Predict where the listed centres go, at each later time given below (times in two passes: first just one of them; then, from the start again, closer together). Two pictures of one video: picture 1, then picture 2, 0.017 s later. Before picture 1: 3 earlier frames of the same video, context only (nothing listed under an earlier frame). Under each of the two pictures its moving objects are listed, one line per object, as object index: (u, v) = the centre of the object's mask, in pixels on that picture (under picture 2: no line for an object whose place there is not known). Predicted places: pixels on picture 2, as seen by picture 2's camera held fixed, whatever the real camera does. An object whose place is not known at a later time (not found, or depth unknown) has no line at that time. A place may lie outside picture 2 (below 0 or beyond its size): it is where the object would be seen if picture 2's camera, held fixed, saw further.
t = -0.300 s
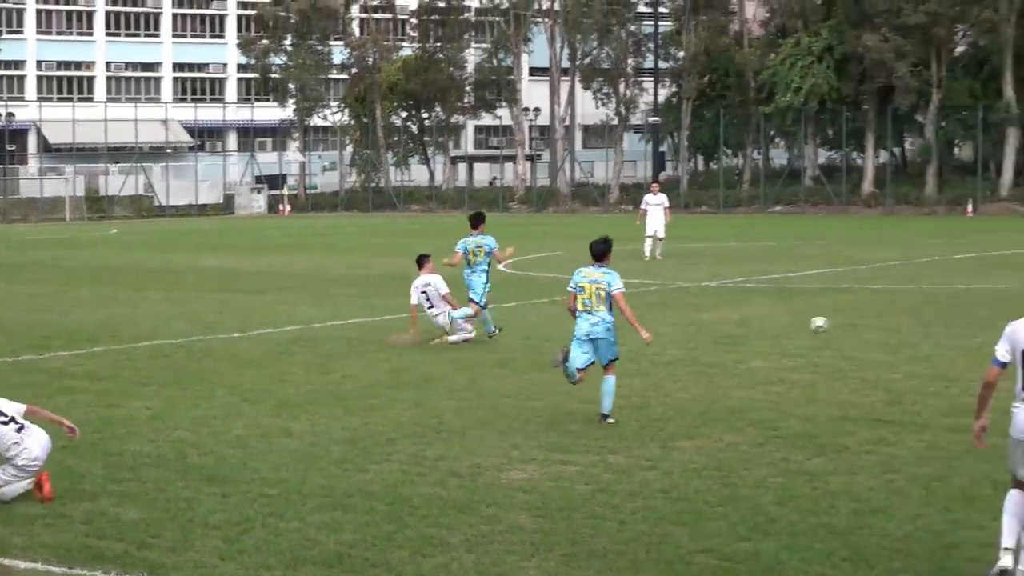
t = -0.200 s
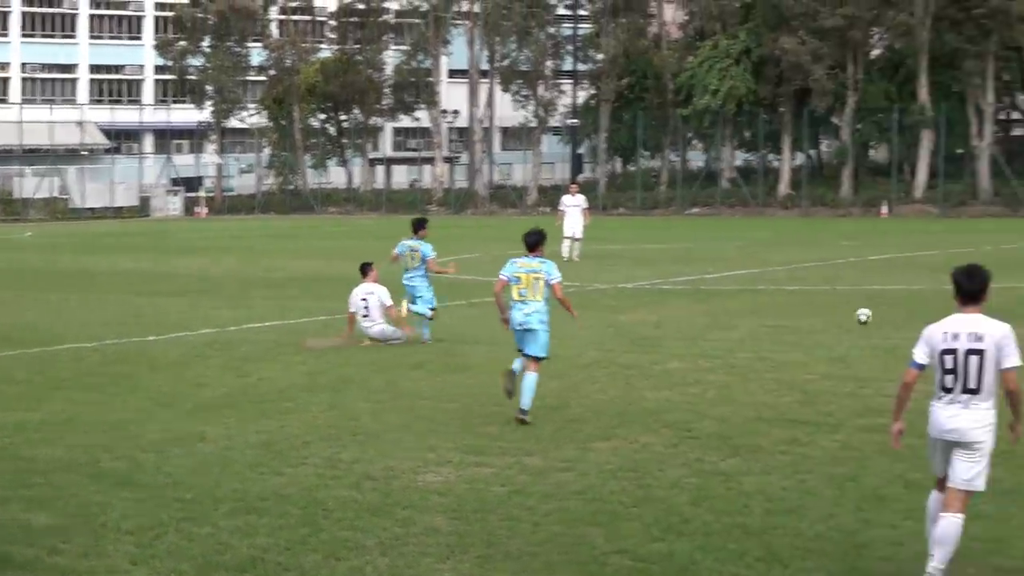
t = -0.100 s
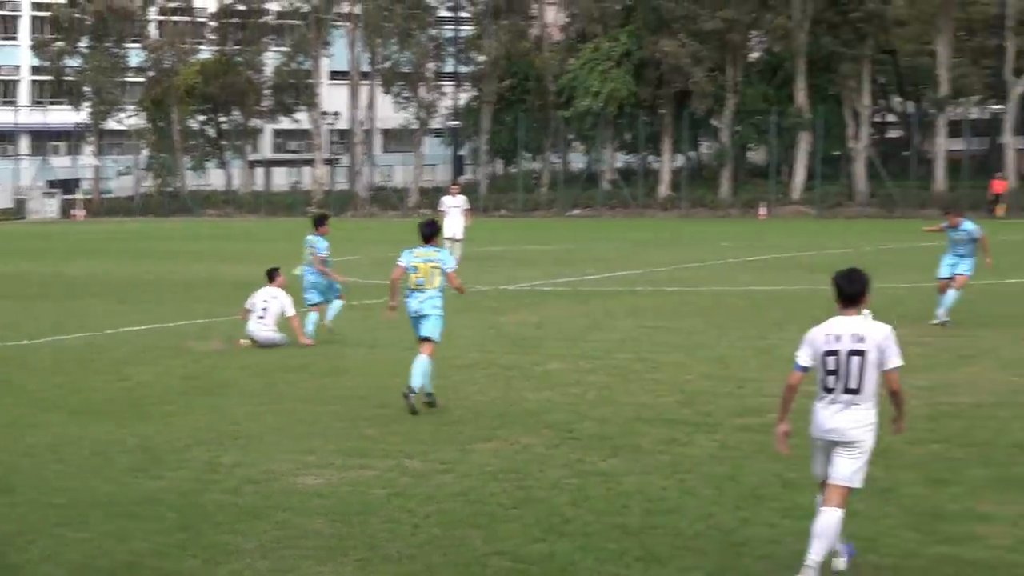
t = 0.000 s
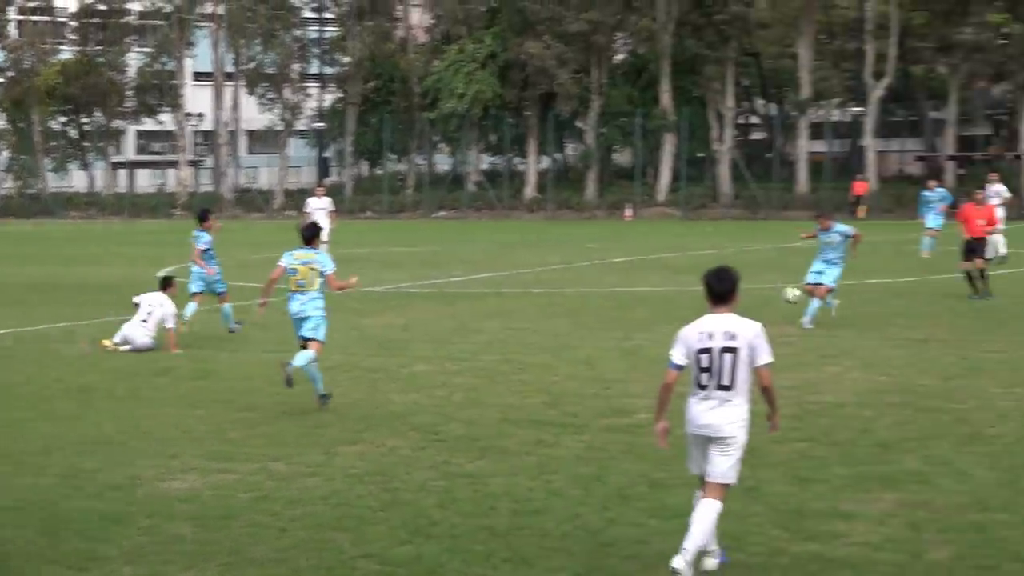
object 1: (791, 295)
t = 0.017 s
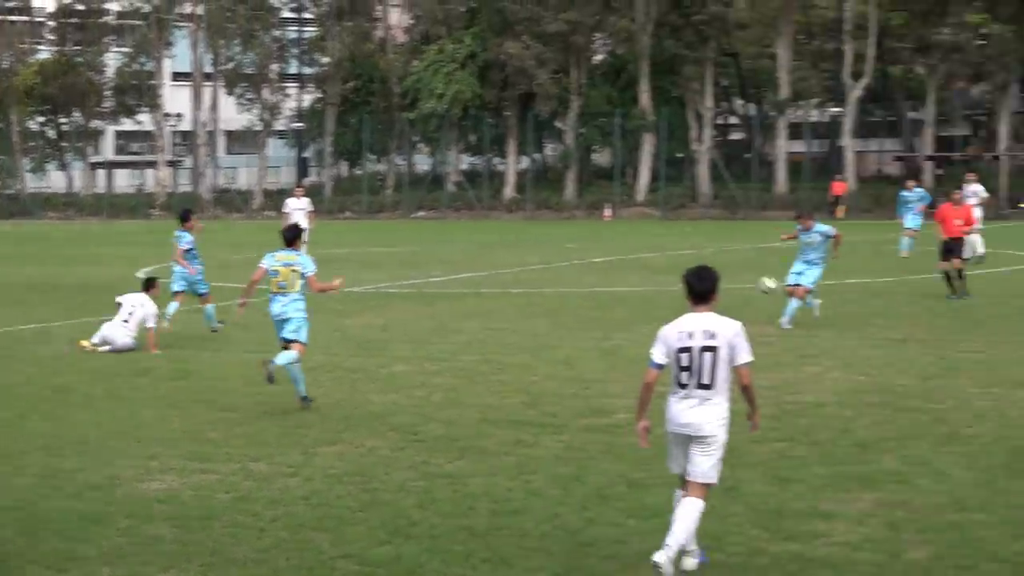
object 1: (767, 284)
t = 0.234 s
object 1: (733, 173)
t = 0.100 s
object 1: (754, 238)
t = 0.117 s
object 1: (752, 229)
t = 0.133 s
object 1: (749, 221)
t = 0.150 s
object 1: (746, 212)
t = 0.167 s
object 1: (743, 205)
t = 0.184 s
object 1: (742, 196)
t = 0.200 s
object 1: (738, 188)
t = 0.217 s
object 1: (736, 181)
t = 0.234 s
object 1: (733, 173)
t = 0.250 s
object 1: (731, 167)
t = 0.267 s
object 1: (728, 160)
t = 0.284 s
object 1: (725, 153)
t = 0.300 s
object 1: (723, 146)
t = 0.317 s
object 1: (720, 140)
